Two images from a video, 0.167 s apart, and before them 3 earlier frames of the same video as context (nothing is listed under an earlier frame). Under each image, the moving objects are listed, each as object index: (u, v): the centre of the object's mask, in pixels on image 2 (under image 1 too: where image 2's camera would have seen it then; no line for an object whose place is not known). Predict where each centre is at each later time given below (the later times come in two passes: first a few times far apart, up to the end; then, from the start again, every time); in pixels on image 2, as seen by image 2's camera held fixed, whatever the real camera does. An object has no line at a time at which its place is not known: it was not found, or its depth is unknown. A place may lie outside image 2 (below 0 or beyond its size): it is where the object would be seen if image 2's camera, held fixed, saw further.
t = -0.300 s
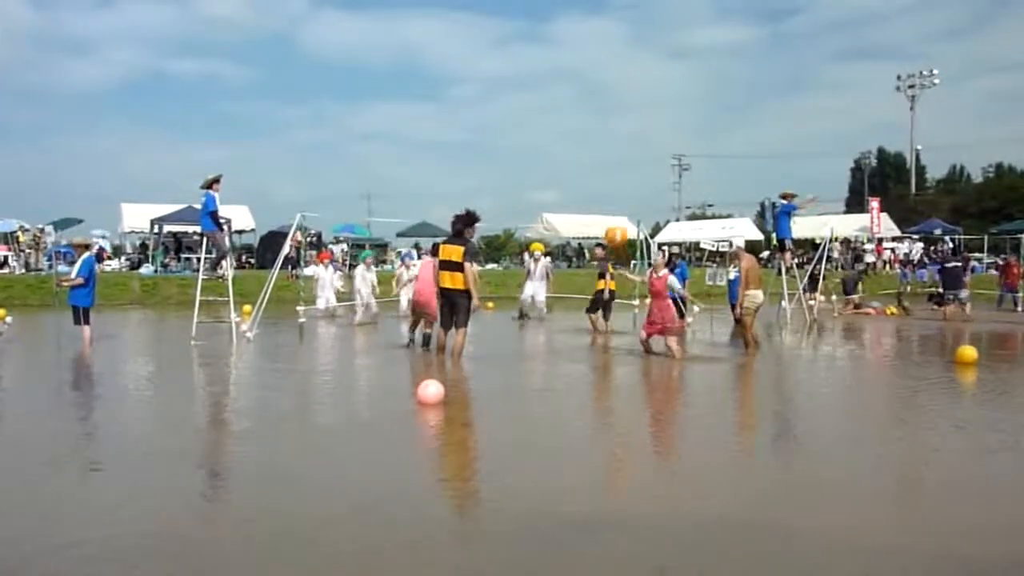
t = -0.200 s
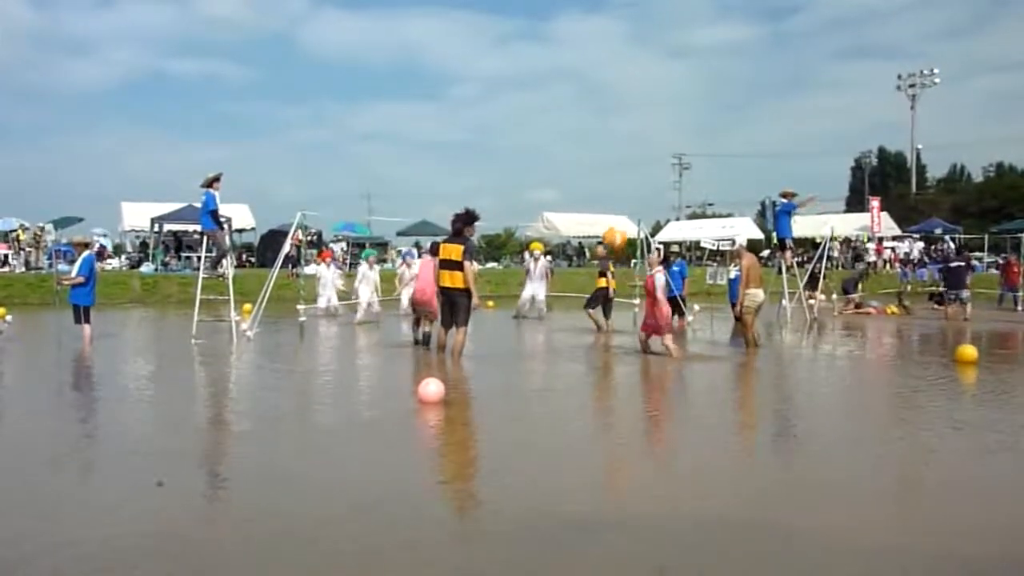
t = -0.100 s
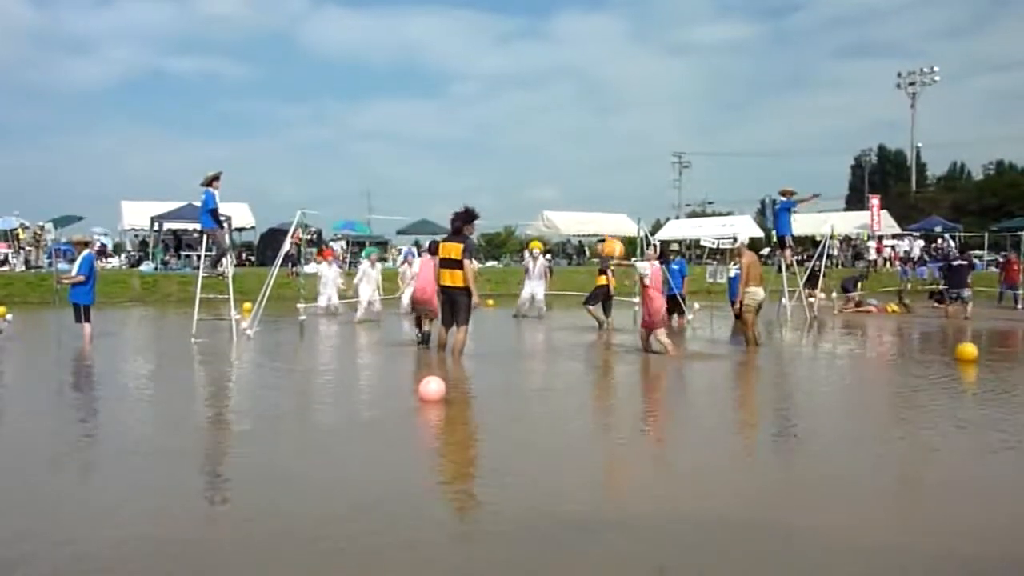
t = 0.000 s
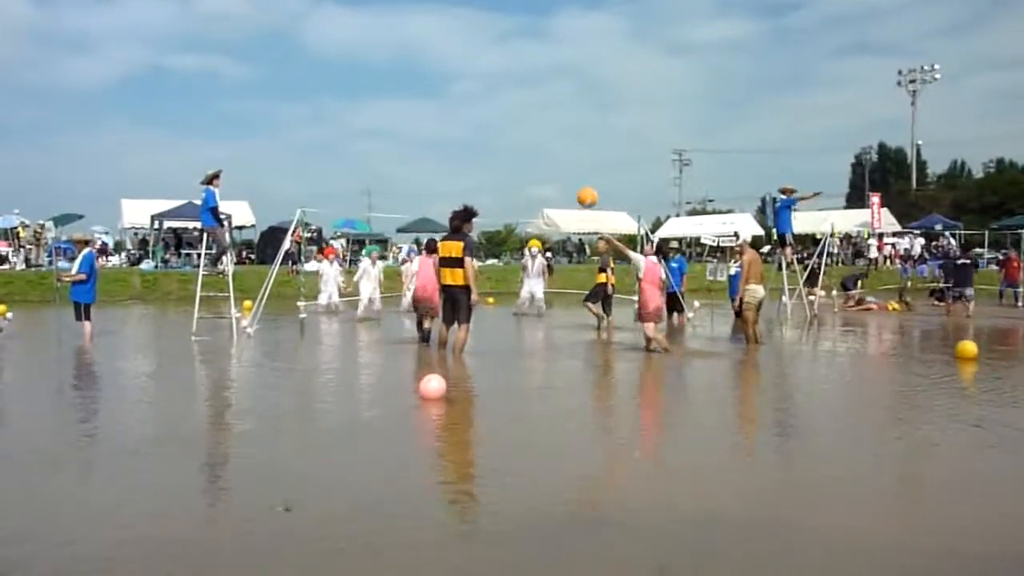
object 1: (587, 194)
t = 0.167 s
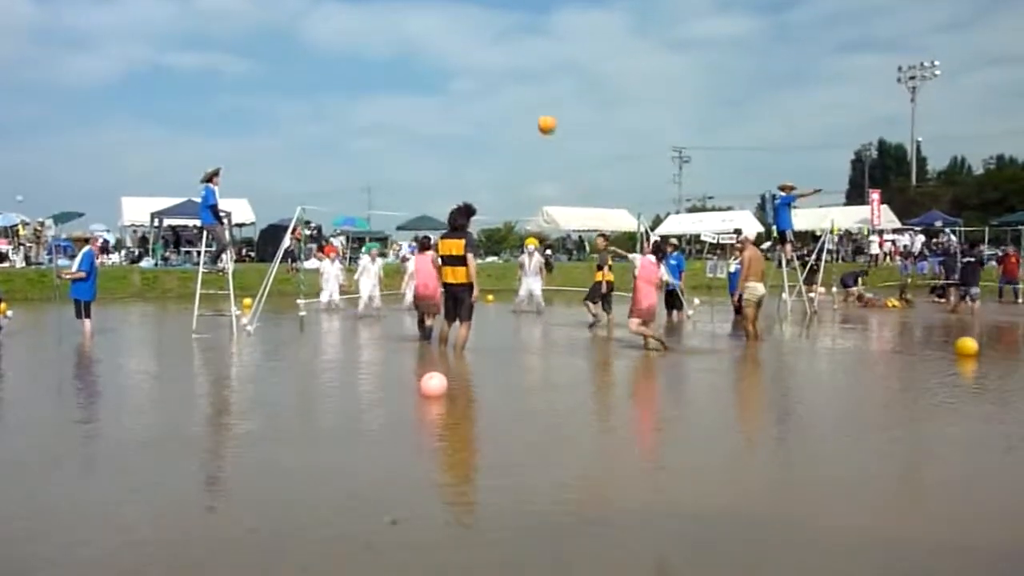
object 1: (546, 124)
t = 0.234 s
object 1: (537, 107)
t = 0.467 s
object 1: (508, 76)
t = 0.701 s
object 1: (486, 86)
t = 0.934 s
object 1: (470, 123)
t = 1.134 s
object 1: (460, 170)
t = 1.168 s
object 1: (459, 179)
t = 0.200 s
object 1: (542, 115)
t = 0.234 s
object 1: (537, 107)
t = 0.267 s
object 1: (532, 99)
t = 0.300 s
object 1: (527, 92)
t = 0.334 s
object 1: (523, 87)
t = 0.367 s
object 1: (519, 83)
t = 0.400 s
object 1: (515, 80)
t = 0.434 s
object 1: (512, 78)
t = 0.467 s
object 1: (508, 76)
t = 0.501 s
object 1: (505, 75)
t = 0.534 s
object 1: (501, 75)
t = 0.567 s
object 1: (498, 76)
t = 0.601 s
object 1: (495, 78)
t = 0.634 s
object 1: (493, 80)
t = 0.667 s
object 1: (489, 82)
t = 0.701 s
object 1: (486, 86)
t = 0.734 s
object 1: (483, 89)
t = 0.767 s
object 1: (480, 94)
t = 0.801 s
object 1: (478, 99)
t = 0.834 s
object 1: (477, 103)
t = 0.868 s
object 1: (474, 110)
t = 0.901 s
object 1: (472, 117)
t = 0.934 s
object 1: (470, 123)
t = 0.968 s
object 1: (468, 130)
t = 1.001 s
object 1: (466, 138)
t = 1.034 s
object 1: (465, 145)
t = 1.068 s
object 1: (464, 154)
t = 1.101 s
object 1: (462, 161)
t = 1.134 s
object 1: (460, 170)
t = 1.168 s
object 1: (459, 179)
